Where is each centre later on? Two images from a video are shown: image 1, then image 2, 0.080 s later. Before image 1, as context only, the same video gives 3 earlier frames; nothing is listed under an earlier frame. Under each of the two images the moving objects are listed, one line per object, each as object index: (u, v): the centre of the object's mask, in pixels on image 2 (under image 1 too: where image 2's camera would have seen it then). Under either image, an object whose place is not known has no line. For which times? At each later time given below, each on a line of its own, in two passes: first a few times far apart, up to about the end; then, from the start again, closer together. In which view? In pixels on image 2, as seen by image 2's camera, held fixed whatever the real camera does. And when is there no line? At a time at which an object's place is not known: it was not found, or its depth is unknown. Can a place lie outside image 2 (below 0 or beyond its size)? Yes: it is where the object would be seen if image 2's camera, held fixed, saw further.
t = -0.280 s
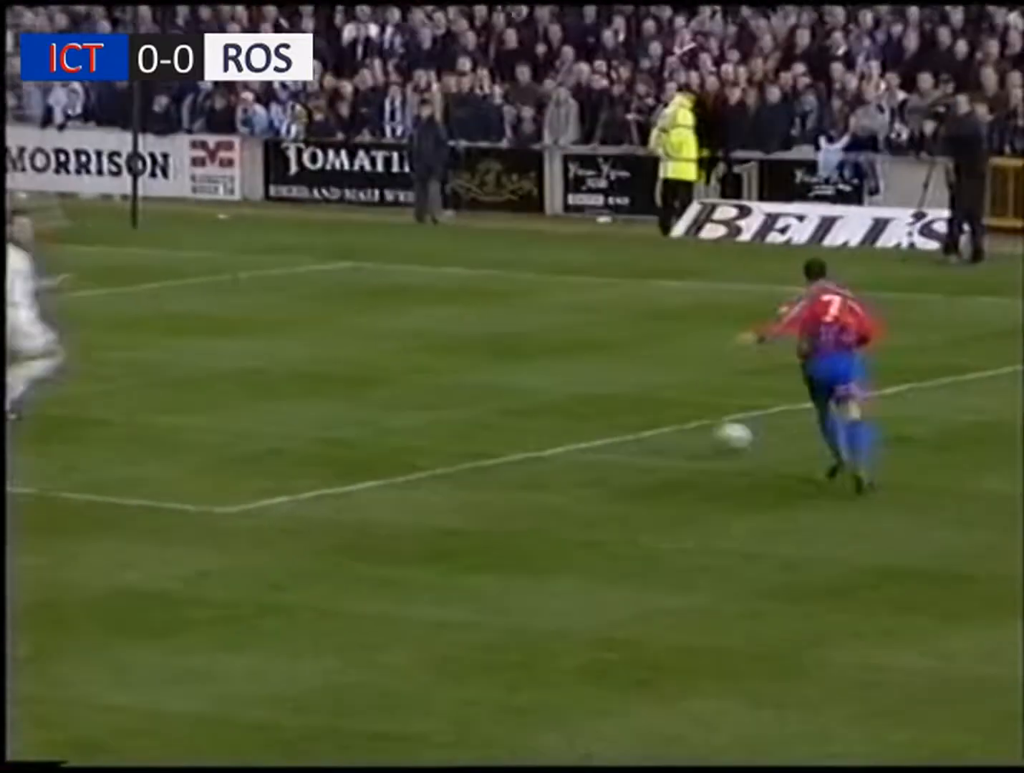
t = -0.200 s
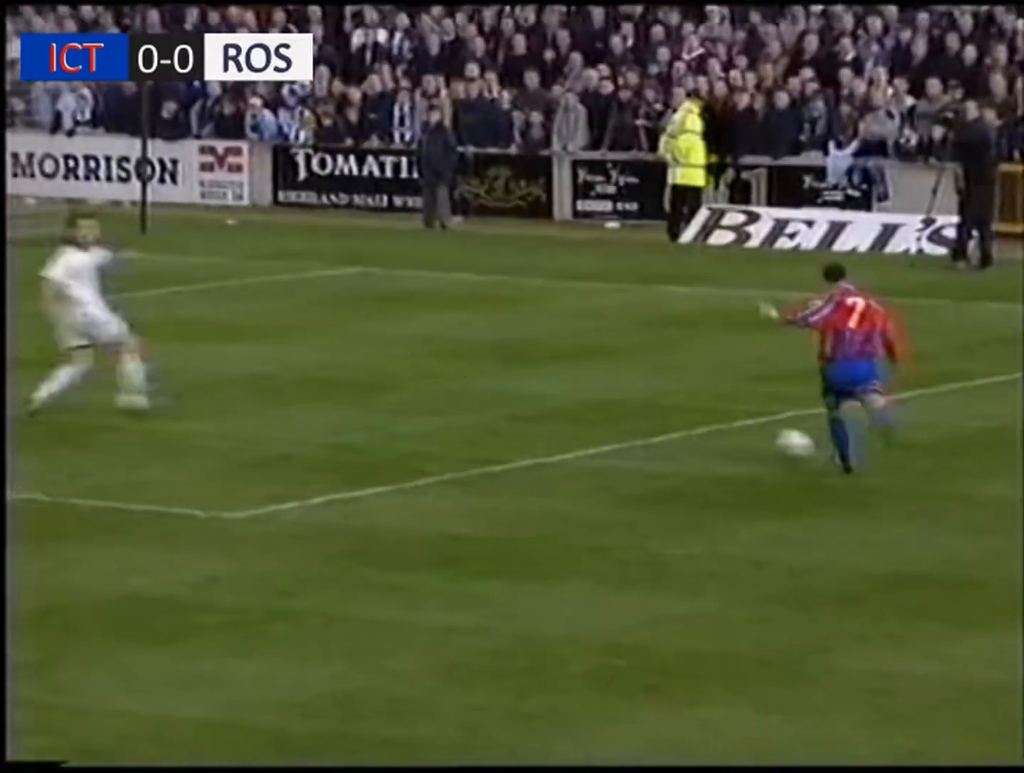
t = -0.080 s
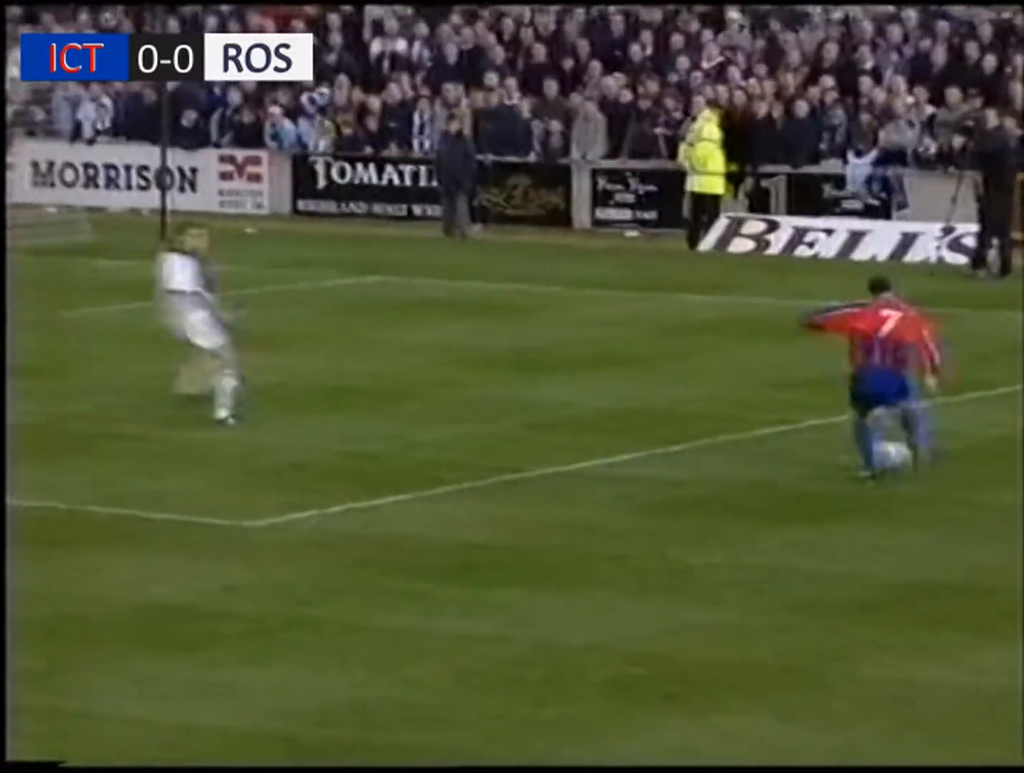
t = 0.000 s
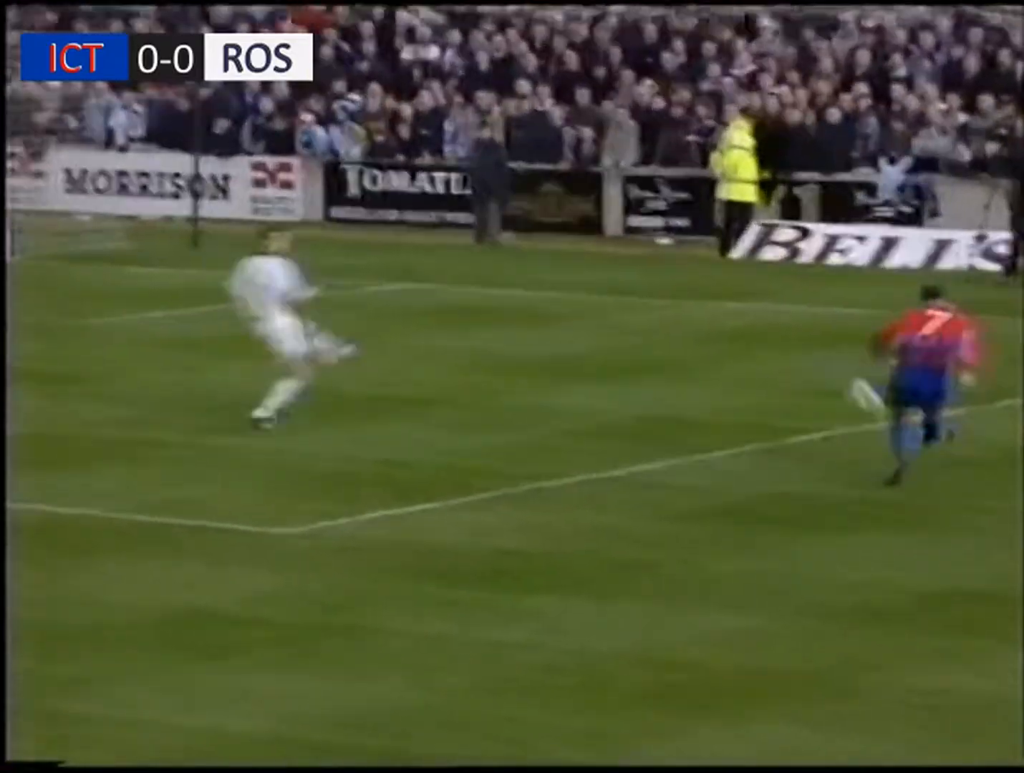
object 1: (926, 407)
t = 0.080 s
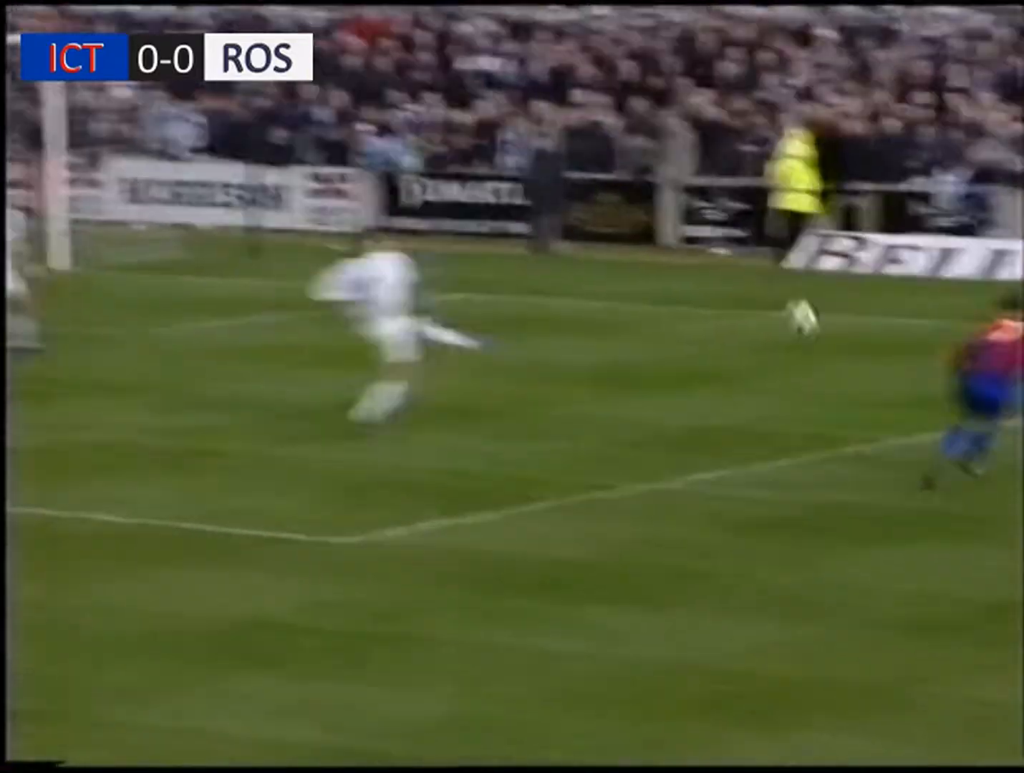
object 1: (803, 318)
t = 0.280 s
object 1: (528, 142)
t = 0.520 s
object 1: (237, 7)
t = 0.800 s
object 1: (-75, -72)
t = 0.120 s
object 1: (744, 275)
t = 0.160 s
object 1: (689, 239)
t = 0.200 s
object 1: (633, 204)
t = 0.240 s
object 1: (579, 173)
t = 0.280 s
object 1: (528, 142)
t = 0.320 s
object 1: (476, 114)
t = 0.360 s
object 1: (426, 90)
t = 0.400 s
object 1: (378, 66)
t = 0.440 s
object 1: (328, 44)
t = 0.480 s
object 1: (280, 23)
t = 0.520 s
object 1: (237, 7)
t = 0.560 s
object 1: (191, -11)
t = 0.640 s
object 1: (99, -36)
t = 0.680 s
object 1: (56, -47)
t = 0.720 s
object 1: (10, -58)
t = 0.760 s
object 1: (-33, -65)
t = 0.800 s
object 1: (-75, -72)
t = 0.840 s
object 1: (-118, -77)
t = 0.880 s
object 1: (-156, -84)
